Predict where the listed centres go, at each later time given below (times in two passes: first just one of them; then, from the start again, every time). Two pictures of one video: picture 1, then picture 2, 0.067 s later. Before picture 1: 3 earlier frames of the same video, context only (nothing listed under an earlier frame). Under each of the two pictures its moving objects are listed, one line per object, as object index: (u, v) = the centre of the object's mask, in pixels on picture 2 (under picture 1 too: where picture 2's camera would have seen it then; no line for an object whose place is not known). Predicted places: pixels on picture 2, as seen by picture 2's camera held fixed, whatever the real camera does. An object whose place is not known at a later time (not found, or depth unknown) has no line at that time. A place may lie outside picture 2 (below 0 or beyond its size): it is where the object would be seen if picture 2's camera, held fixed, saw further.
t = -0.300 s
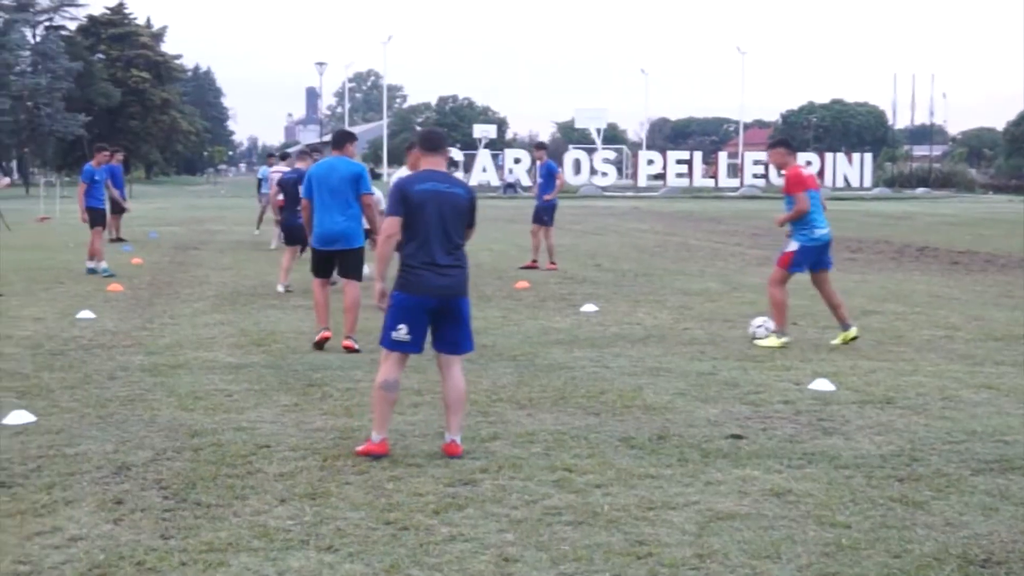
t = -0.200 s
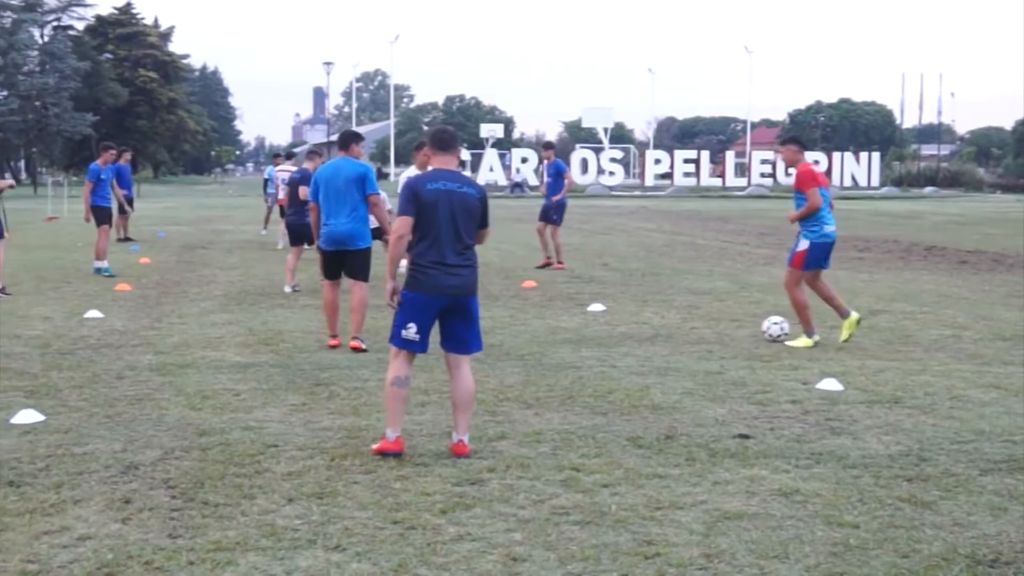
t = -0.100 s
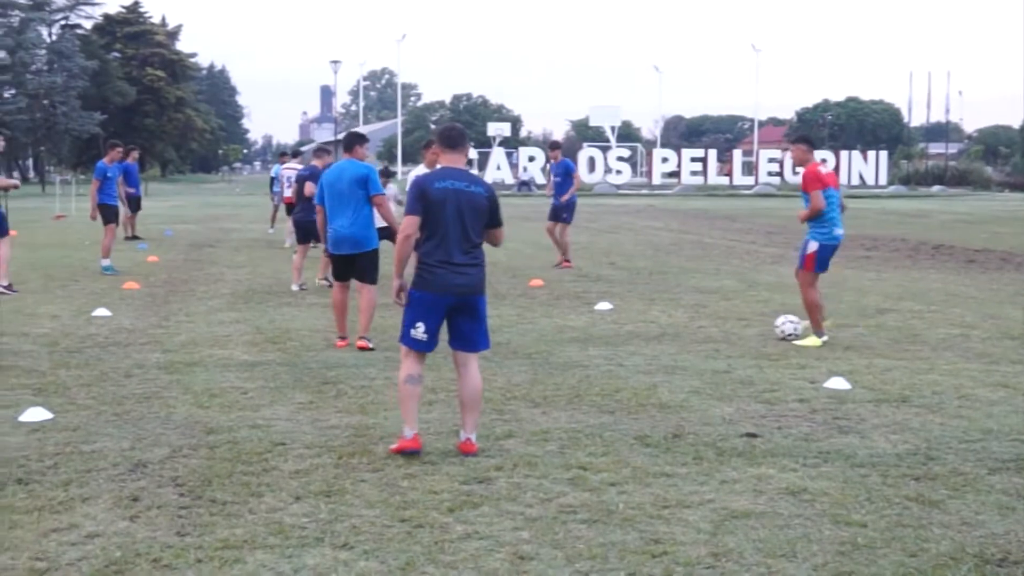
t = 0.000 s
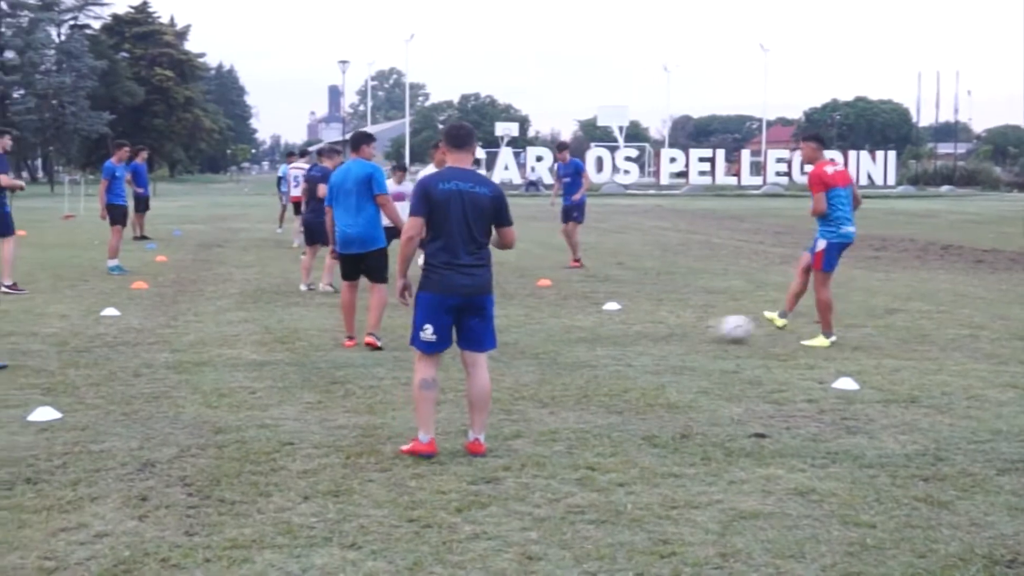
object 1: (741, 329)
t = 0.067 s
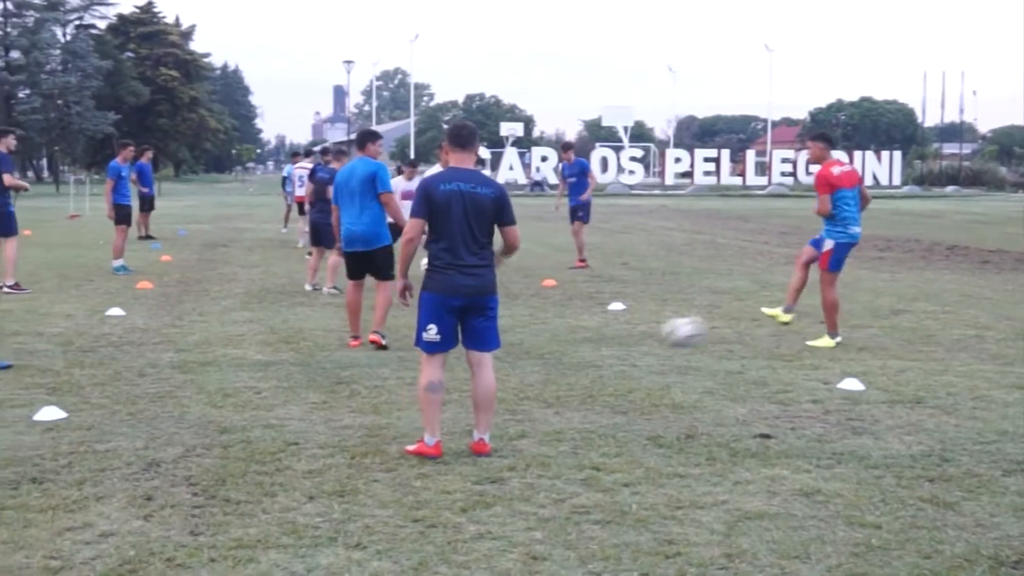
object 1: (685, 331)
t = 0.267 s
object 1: (523, 340)
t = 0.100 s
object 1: (658, 333)
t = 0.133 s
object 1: (627, 337)
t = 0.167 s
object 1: (602, 336)
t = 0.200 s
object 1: (578, 336)
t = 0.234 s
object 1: (548, 338)
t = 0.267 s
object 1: (523, 340)
